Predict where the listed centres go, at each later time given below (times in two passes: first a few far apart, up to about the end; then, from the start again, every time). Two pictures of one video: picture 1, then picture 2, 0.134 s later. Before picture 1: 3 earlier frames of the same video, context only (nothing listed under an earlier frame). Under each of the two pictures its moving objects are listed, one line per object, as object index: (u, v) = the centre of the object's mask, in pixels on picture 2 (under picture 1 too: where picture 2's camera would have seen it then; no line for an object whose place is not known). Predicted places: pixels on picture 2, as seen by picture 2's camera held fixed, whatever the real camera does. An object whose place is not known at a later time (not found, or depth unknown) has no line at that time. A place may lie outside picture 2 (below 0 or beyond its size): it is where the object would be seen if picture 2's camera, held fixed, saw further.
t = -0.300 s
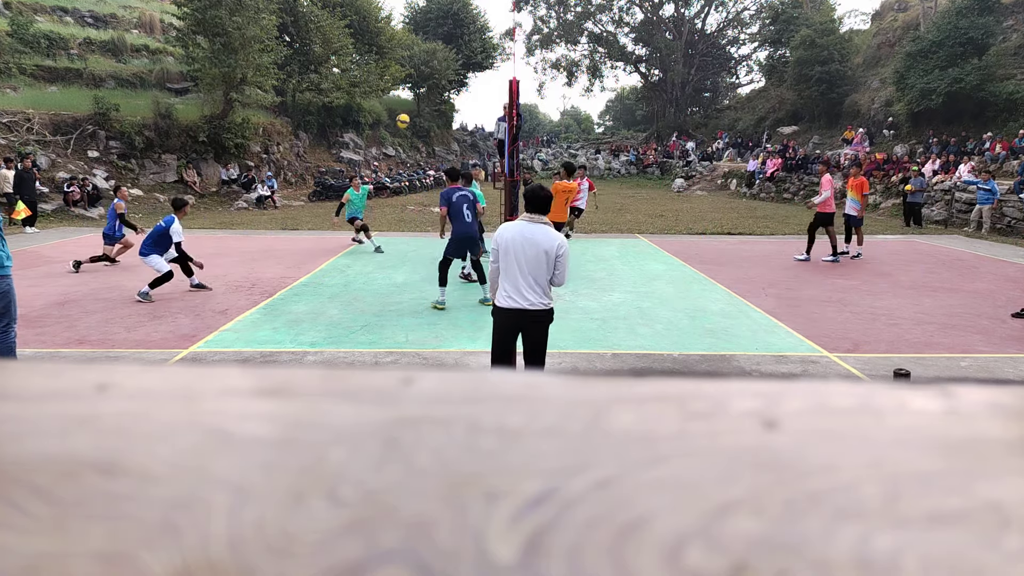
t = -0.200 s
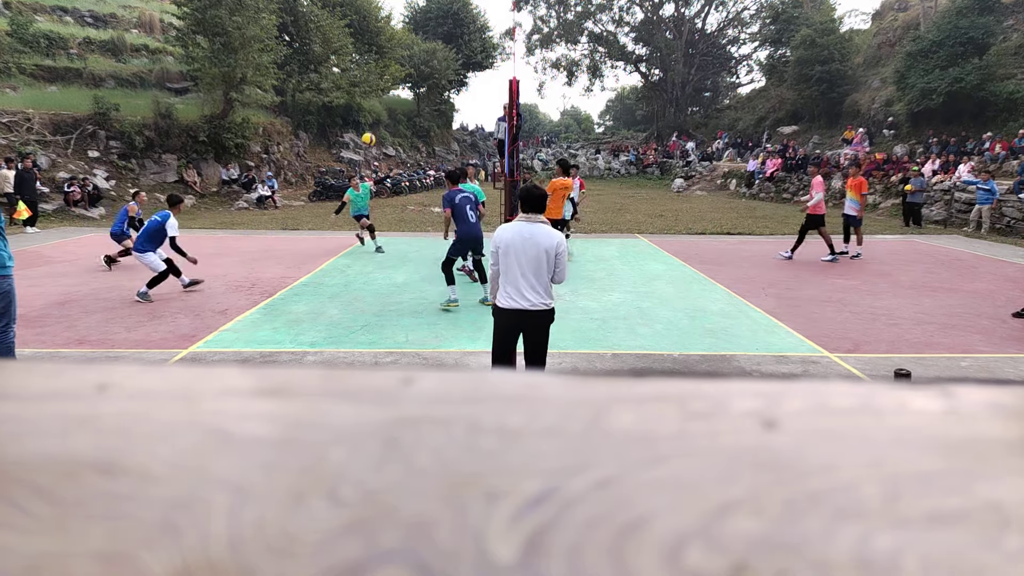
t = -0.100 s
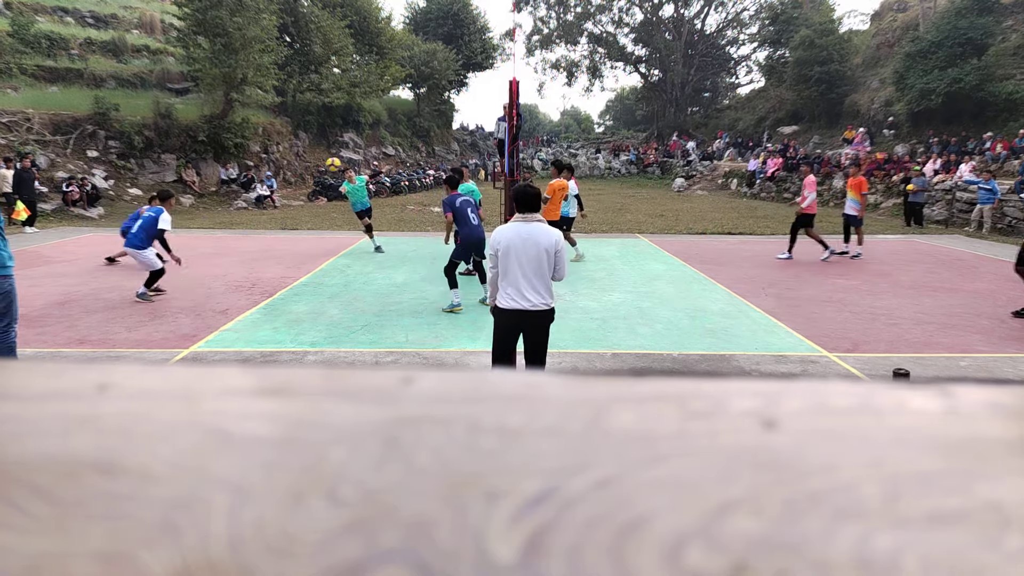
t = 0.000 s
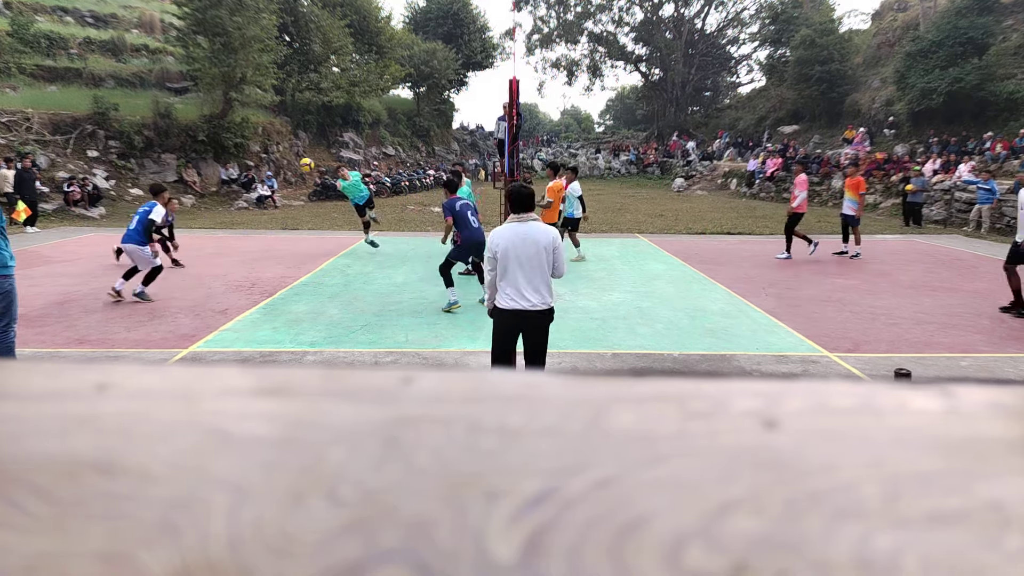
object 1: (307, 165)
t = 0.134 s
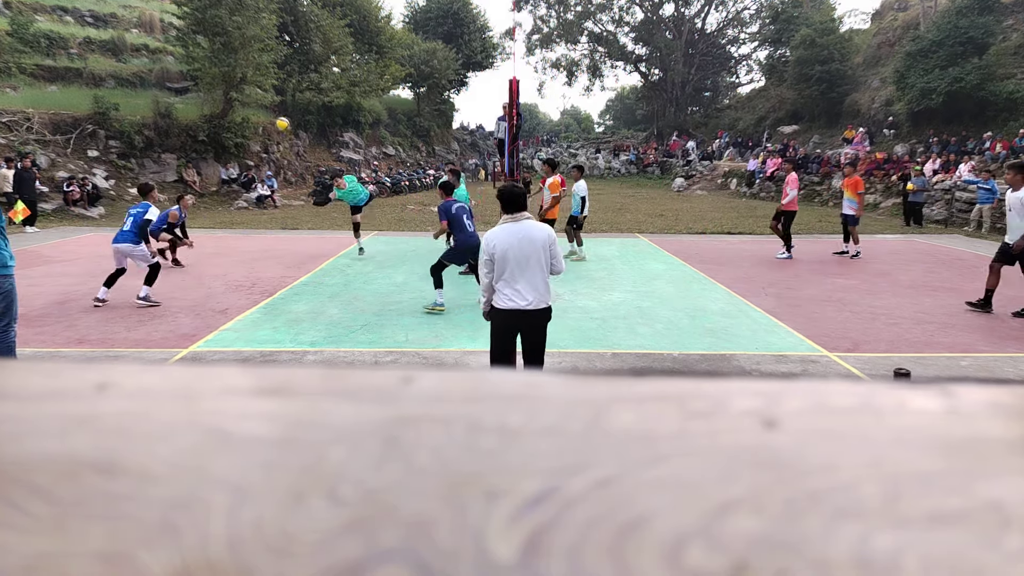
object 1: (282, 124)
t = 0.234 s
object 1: (263, 100)
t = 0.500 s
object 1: (215, 68)
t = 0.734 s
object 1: (174, 78)
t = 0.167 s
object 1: (276, 116)
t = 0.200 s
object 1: (270, 108)
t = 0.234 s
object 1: (263, 100)
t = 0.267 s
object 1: (258, 94)
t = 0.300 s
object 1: (251, 87)
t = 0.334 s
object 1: (245, 83)
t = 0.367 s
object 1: (240, 79)
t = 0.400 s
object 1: (233, 74)
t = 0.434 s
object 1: (227, 71)
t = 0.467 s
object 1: (221, 70)
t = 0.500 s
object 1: (215, 68)
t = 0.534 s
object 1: (209, 68)
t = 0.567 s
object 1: (203, 67)
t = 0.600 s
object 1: (197, 68)
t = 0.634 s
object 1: (191, 69)
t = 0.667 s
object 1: (185, 72)
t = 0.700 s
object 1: (179, 75)
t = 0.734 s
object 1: (174, 78)
